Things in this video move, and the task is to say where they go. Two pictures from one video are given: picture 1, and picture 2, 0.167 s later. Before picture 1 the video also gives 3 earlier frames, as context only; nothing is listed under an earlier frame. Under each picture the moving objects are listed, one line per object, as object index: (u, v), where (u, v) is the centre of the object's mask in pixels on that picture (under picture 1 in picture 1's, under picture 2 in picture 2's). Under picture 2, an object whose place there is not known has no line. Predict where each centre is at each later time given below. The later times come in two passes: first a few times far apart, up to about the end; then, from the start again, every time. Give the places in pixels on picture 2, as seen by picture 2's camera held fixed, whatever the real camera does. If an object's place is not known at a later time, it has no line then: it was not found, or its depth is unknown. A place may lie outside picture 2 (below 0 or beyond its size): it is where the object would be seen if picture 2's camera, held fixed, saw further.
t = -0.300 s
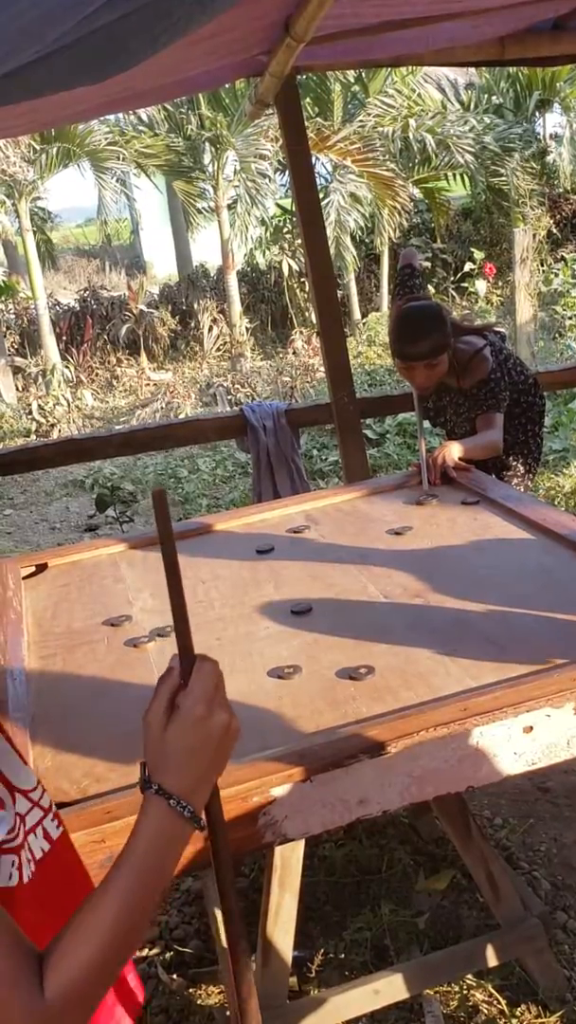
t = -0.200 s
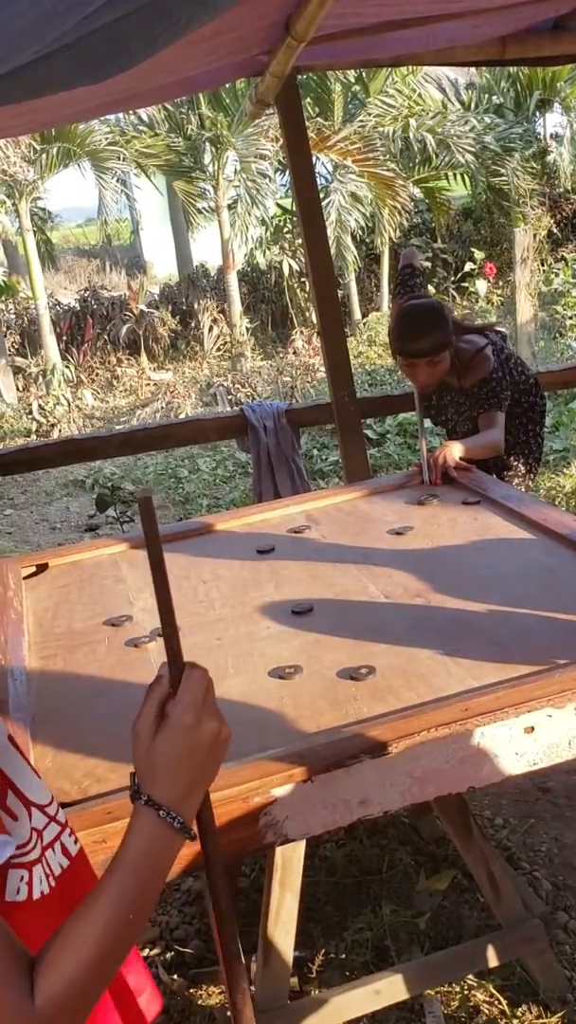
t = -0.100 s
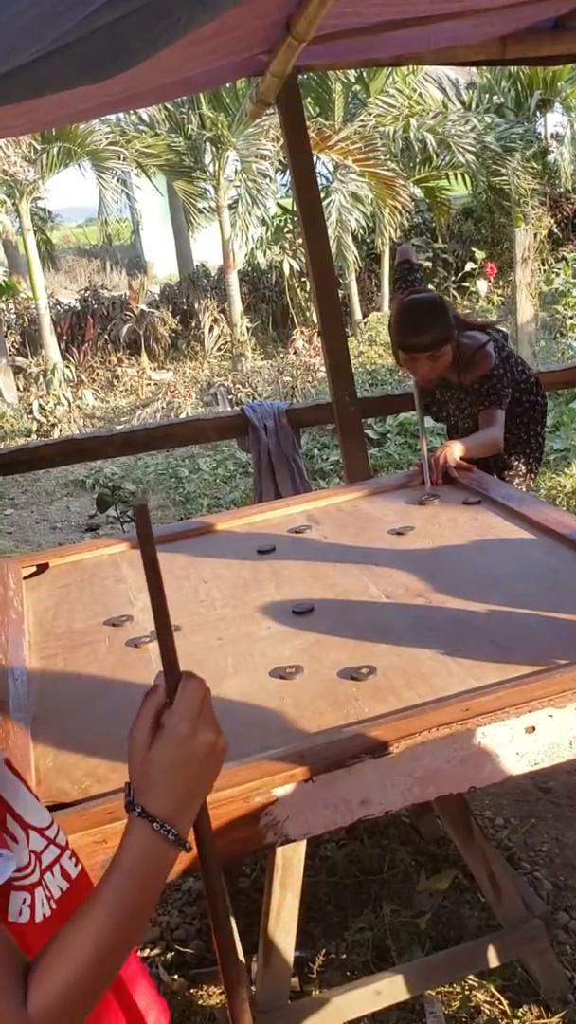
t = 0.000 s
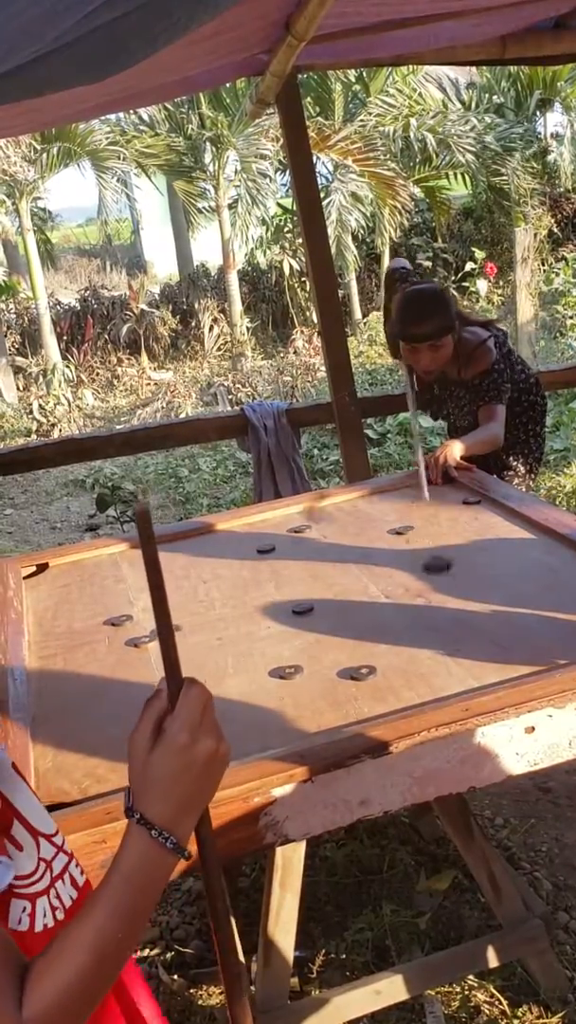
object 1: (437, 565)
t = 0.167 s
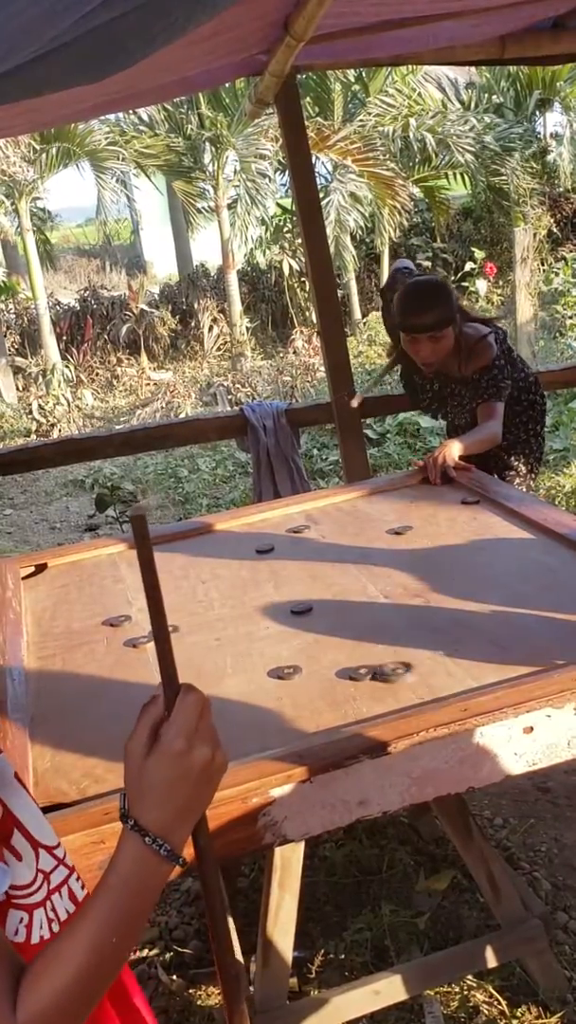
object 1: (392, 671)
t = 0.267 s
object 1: (358, 635)
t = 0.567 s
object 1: (316, 582)
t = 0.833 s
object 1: (311, 572)
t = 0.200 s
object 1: (379, 657)
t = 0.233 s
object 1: (368, 645)
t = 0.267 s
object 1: (358, 635)
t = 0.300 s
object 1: (349, 627)
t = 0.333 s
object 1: (339, 620)
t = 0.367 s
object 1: (331, 612)
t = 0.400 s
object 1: (326, 606)
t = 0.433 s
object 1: (324, 599)
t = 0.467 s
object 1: (321, 594)
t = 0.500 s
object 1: (320, 589)
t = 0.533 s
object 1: (318, 585)
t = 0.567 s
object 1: (316, 582)
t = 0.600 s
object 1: (315, 579)
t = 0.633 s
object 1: (314, 577)
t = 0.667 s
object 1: (312, 576)
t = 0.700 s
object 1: (311, 574)
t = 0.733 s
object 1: (311, 573)
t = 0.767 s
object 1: (311, 572)
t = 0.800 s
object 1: (311, 572)
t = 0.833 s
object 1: (311, 572)
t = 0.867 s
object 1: (311, 572)
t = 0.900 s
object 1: (311, 572)
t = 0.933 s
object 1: (312, 572)
